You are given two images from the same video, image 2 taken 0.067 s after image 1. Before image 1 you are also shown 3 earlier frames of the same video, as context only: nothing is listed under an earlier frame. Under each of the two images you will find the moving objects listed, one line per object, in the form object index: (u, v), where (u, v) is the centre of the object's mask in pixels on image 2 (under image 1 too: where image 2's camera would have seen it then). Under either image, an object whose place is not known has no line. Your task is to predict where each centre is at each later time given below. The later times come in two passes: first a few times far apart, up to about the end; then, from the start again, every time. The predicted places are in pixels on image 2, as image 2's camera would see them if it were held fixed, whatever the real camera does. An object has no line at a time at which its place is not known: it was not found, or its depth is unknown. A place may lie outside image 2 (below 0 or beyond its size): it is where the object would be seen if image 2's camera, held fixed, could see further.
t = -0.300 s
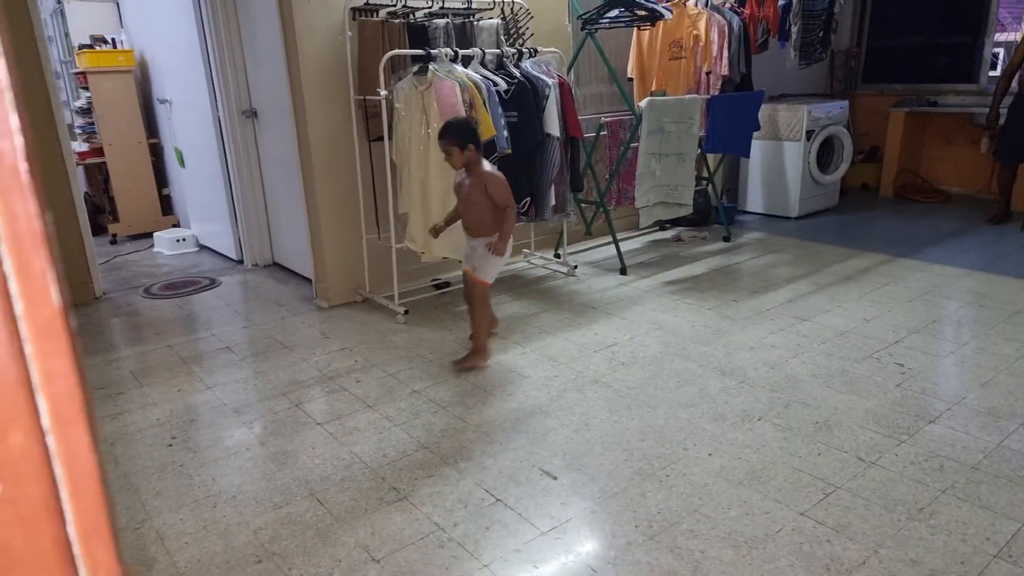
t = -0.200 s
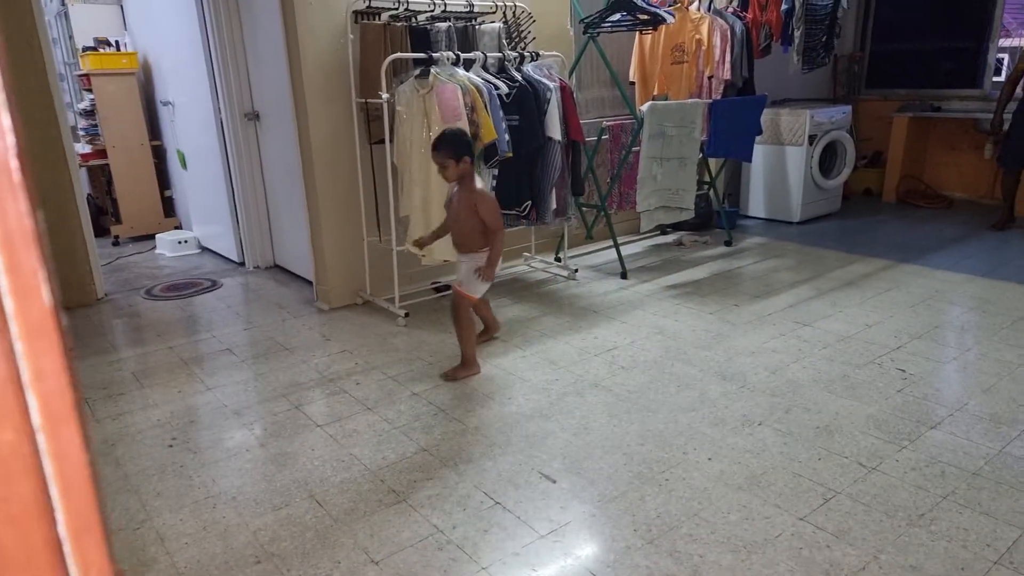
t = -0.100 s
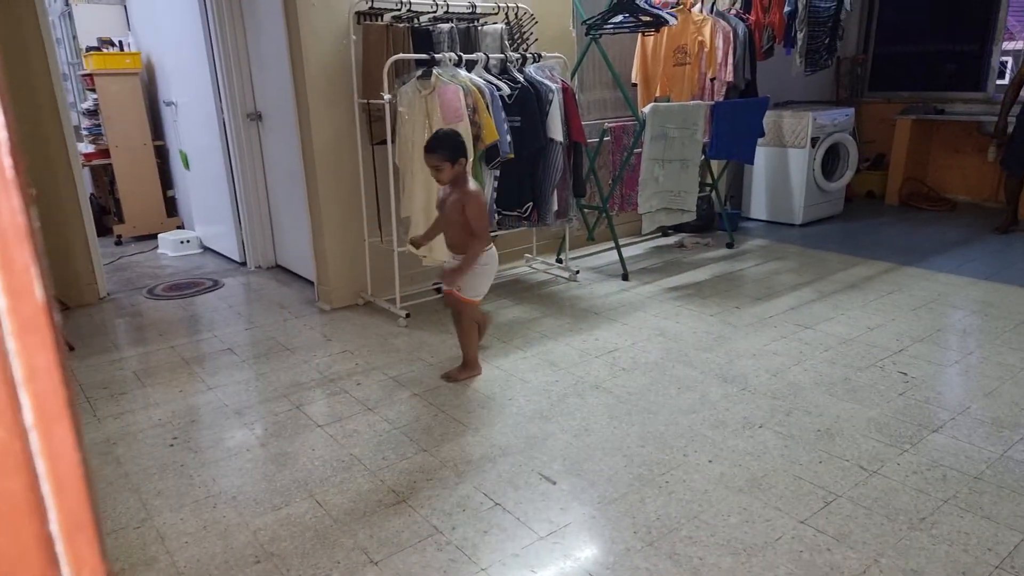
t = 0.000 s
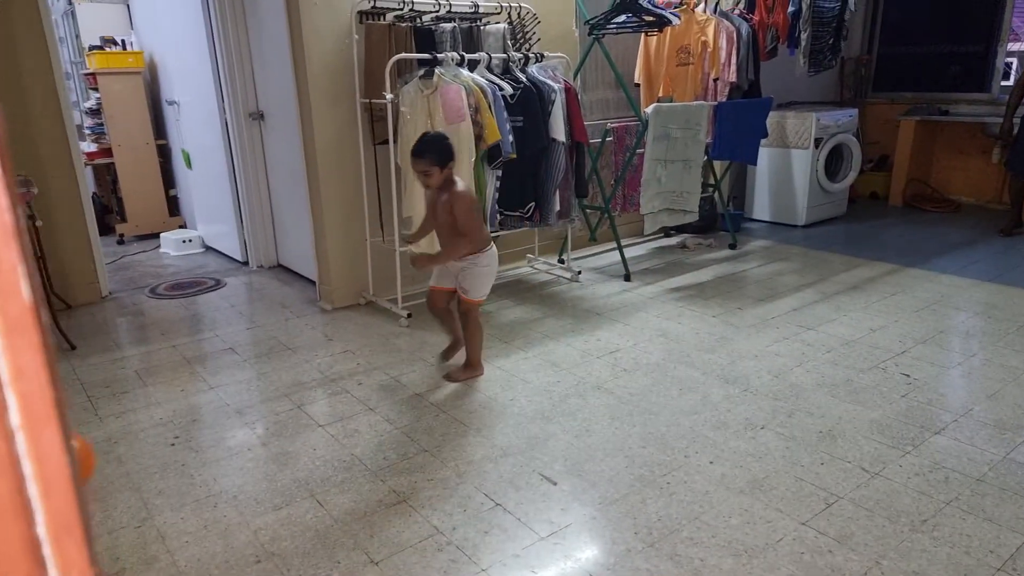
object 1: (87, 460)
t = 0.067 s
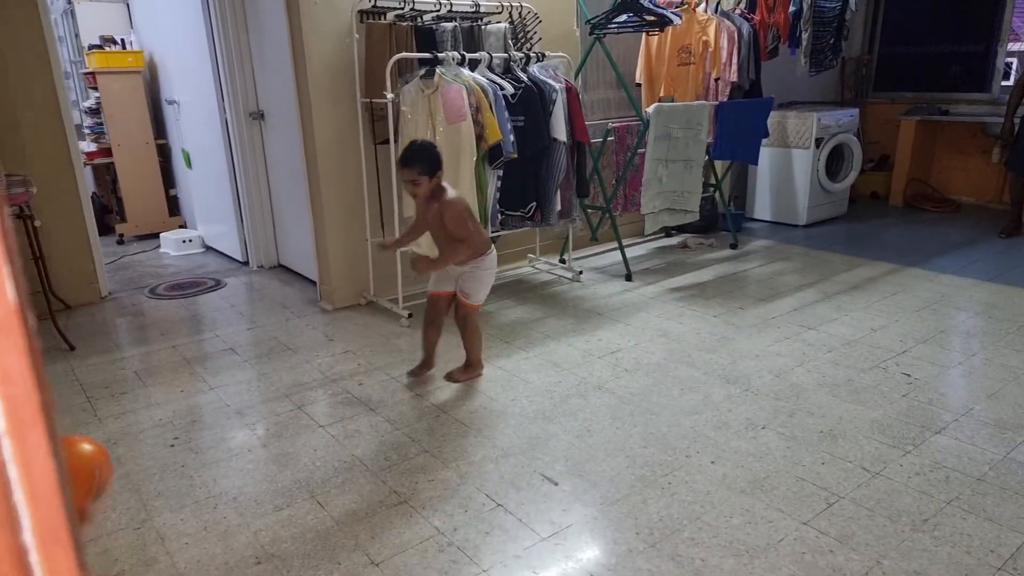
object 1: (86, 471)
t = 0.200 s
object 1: (111, 493)
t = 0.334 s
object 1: (147, 511)
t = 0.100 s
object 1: (91, 481)
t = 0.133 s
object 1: (95, 487)
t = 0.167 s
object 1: (102, 489)
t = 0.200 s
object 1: (111, 493)
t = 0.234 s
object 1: (121, 500)
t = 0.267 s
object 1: (129, 507)
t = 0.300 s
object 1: (137, 508)
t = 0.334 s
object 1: (147, 511)
